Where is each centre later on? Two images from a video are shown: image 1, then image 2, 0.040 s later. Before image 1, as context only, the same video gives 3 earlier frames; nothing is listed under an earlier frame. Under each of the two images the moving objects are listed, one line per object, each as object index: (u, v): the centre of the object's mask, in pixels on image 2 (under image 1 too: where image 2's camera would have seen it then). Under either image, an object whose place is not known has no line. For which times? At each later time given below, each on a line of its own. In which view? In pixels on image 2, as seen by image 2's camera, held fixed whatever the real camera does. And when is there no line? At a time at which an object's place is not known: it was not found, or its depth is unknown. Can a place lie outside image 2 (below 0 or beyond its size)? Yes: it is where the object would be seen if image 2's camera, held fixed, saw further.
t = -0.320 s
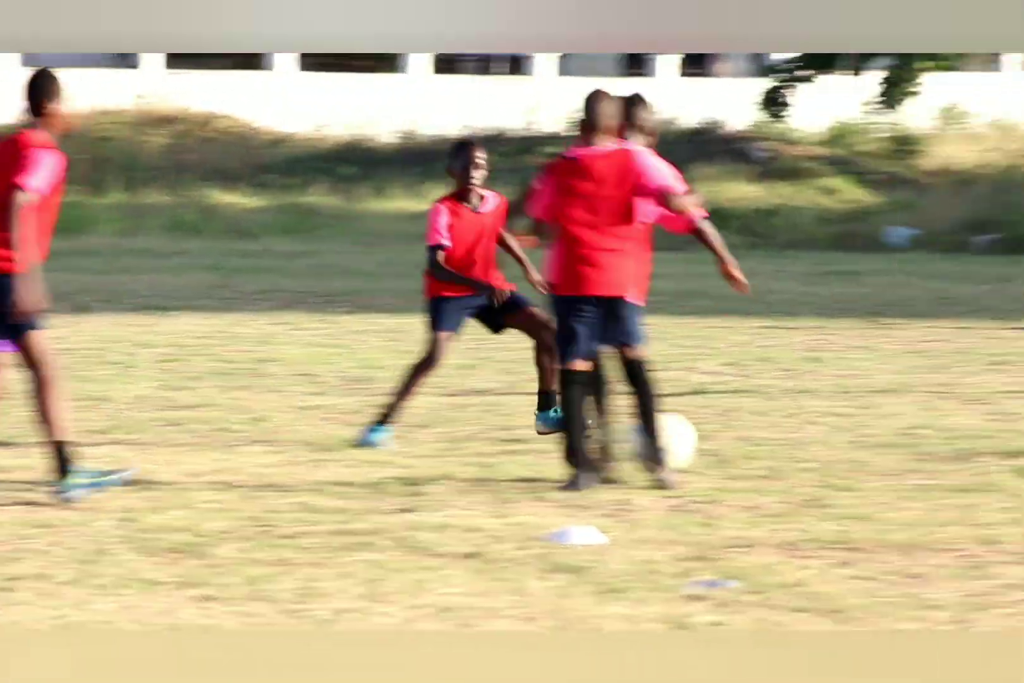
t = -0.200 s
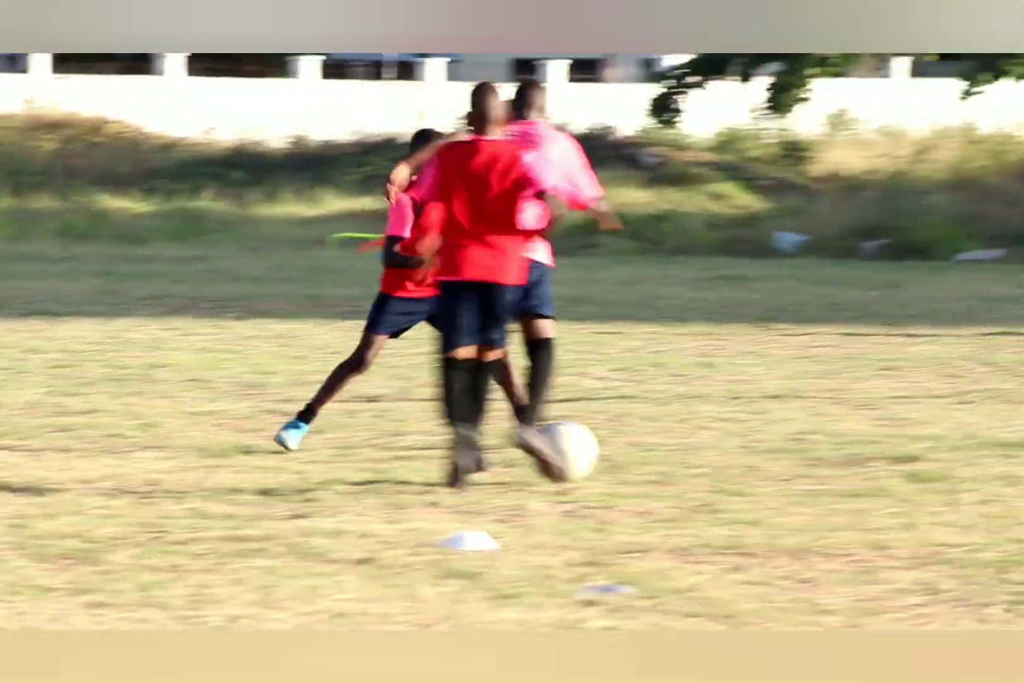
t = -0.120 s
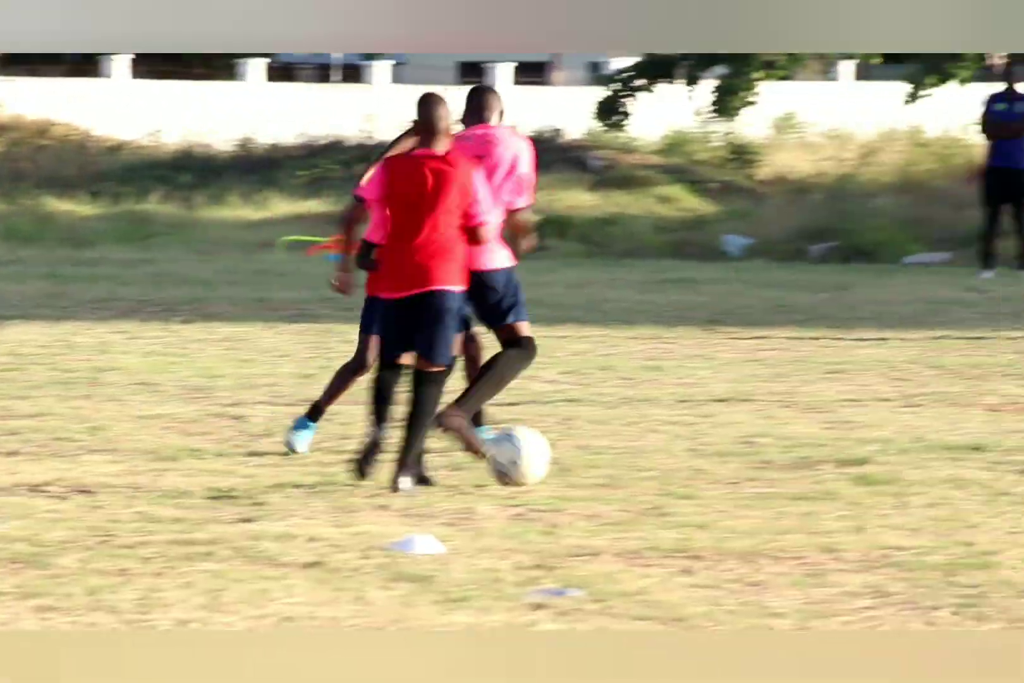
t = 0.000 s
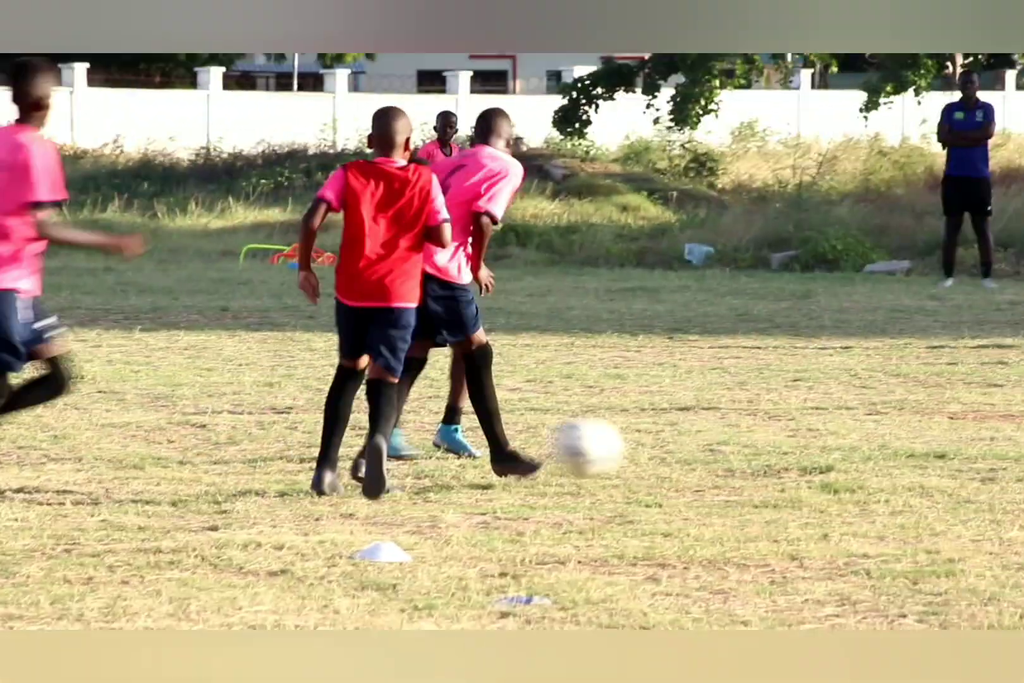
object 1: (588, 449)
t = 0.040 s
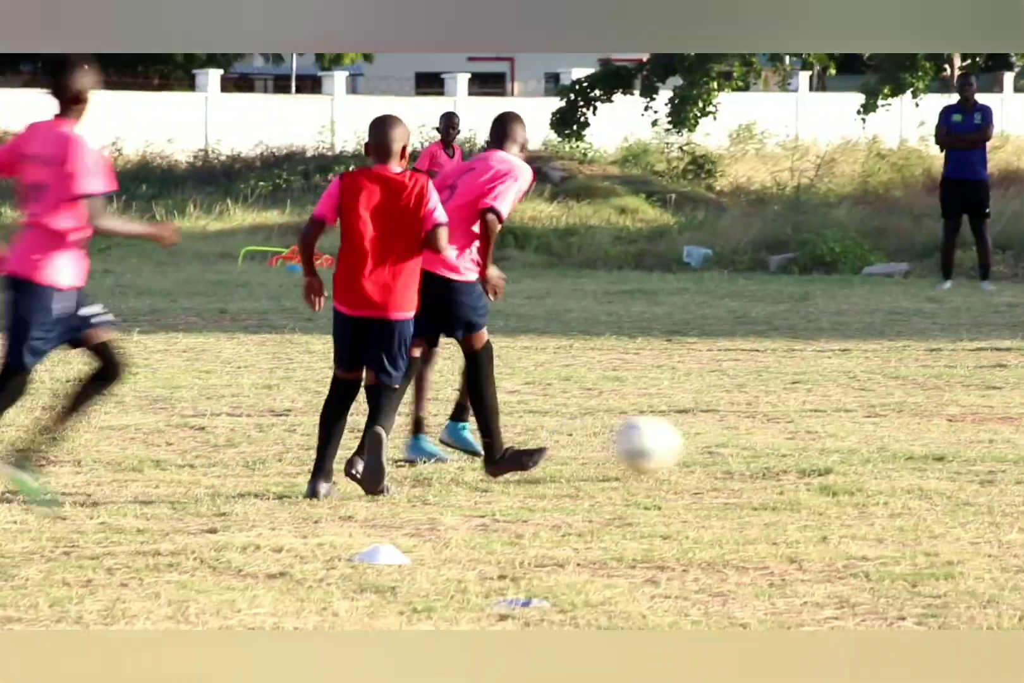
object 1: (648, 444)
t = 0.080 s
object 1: (704, 443)
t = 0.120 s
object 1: (759, 439)
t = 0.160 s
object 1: (808, 433)
